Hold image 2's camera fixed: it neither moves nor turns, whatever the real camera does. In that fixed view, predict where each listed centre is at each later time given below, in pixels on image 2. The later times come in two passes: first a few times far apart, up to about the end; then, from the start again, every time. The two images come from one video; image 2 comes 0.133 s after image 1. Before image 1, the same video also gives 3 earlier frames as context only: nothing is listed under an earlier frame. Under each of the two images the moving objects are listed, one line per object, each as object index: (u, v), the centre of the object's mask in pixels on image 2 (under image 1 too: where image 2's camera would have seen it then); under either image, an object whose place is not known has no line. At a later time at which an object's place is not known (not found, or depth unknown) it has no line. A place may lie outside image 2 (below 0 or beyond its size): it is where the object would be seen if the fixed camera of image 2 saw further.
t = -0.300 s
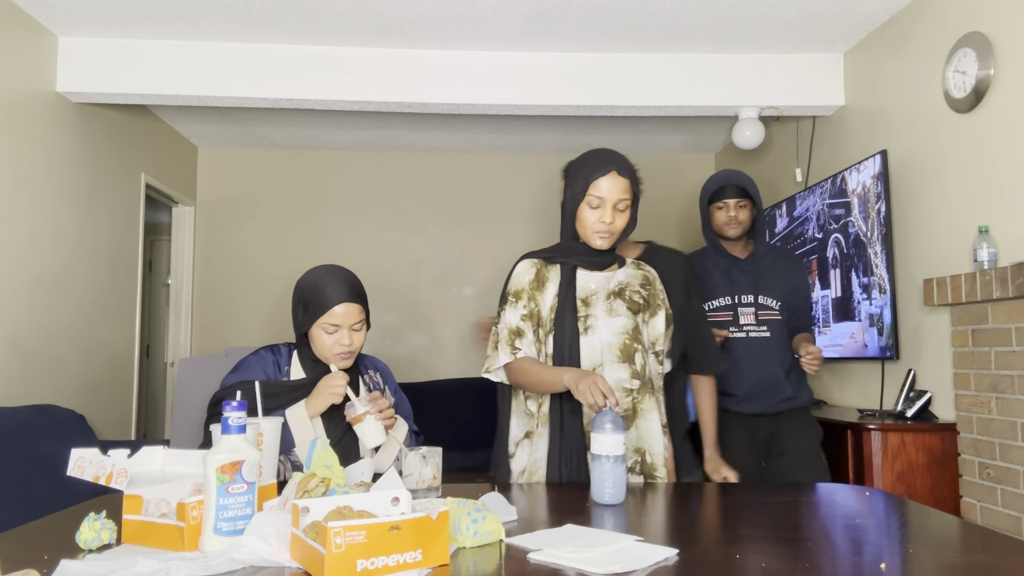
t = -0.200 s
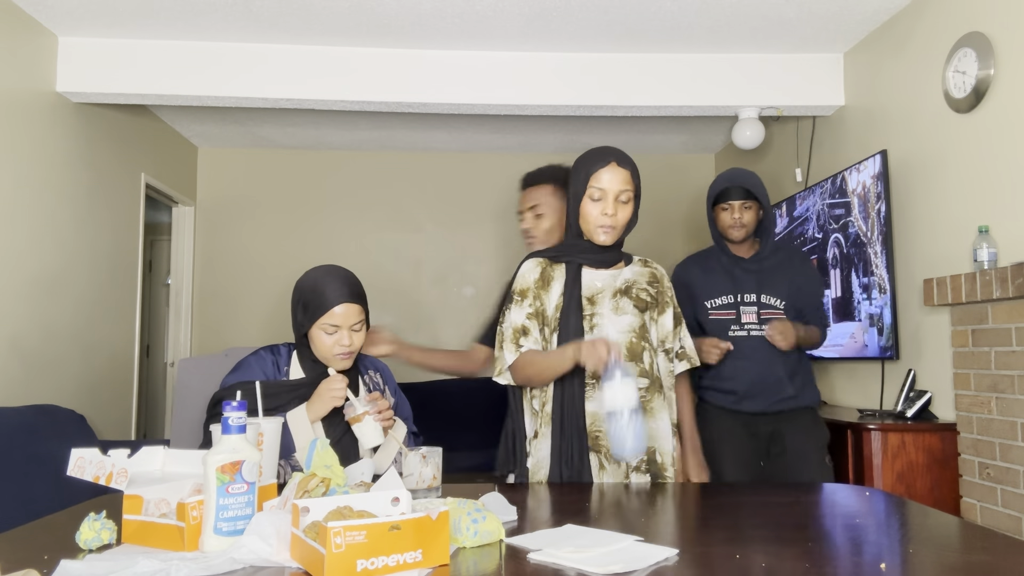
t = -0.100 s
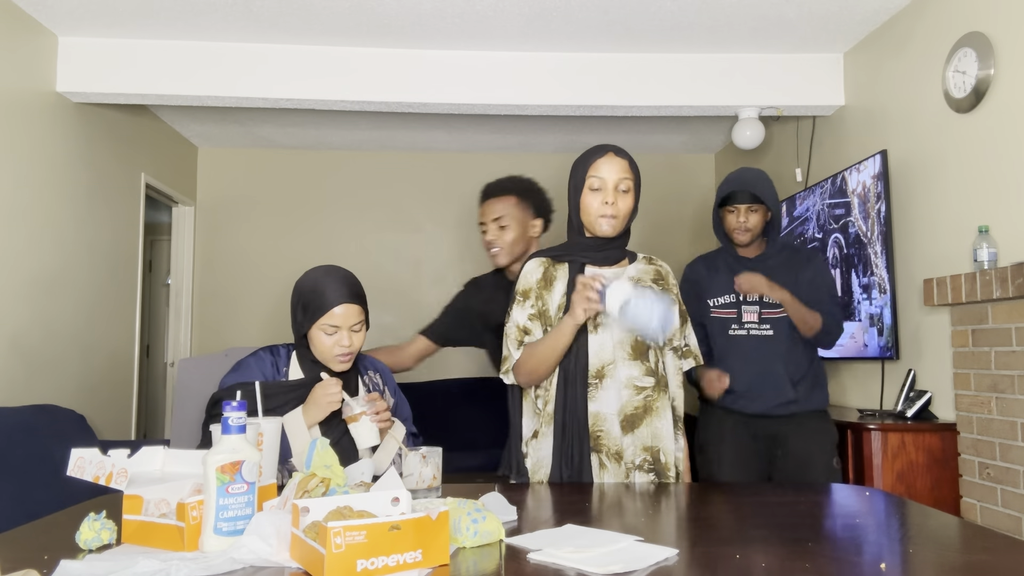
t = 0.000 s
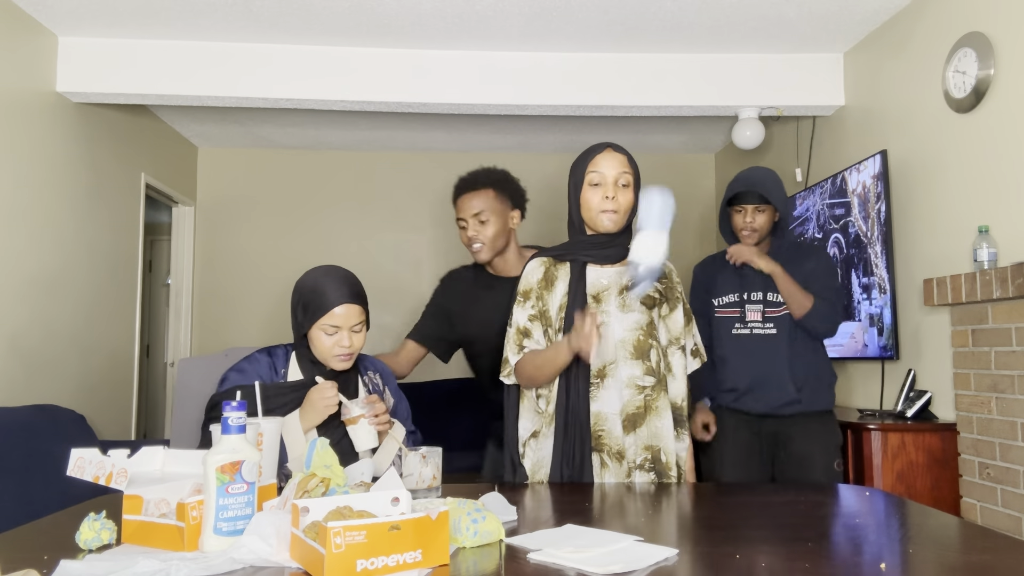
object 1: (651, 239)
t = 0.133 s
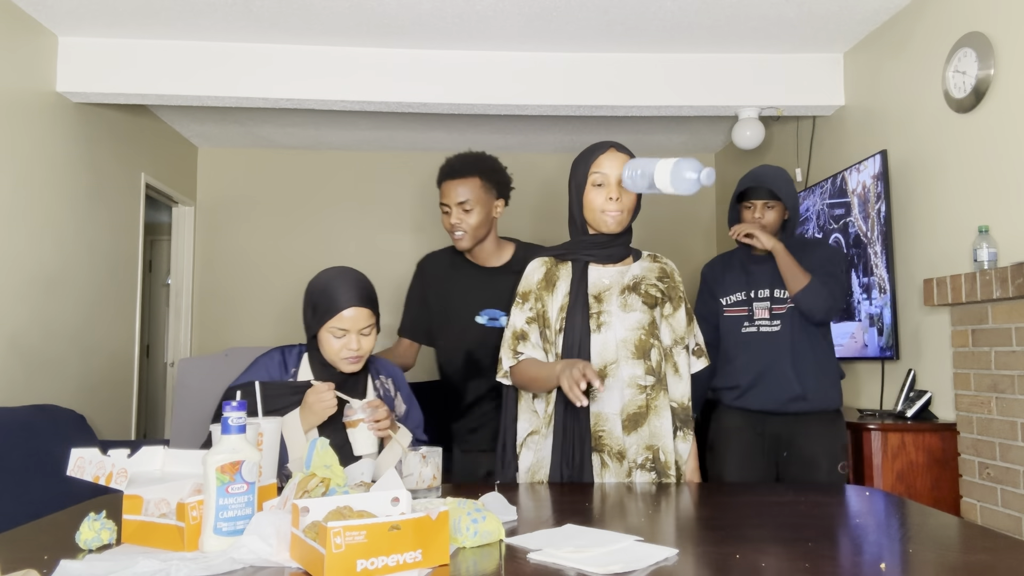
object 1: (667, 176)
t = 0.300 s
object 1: (675, 249)
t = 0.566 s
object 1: (717, 501)
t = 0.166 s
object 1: (668, 179)
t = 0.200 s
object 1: (669, 188)
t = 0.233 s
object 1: (672, 203)
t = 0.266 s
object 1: (674, 223)
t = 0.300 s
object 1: (675, 249)
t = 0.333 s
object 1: (678, 283)
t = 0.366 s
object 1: (680, 323)
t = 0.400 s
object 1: (683, 366)
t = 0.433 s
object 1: (685, 420)
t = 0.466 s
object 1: (690, 469)
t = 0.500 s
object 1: (706, 474)
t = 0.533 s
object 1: (717, 490)
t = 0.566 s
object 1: (717, 501)
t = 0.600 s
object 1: (722, 501)
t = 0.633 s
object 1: (725, 502)
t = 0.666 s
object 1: (726, 502)
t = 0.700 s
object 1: (726, 501)
